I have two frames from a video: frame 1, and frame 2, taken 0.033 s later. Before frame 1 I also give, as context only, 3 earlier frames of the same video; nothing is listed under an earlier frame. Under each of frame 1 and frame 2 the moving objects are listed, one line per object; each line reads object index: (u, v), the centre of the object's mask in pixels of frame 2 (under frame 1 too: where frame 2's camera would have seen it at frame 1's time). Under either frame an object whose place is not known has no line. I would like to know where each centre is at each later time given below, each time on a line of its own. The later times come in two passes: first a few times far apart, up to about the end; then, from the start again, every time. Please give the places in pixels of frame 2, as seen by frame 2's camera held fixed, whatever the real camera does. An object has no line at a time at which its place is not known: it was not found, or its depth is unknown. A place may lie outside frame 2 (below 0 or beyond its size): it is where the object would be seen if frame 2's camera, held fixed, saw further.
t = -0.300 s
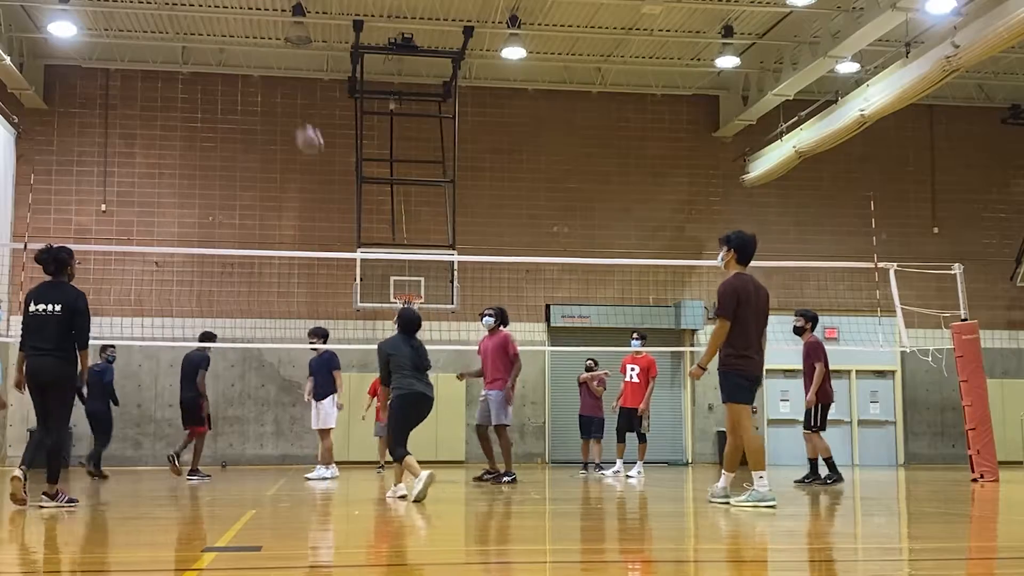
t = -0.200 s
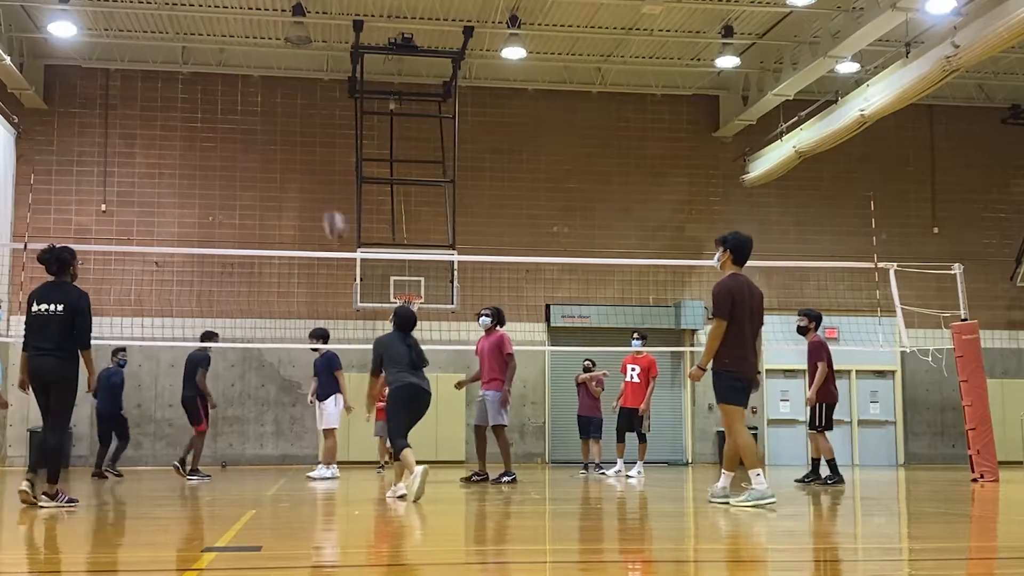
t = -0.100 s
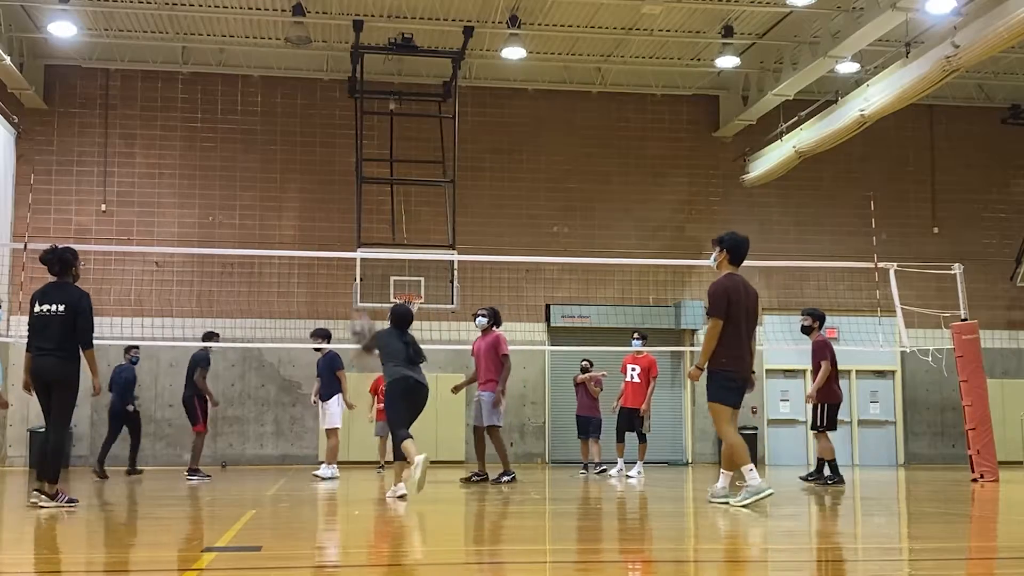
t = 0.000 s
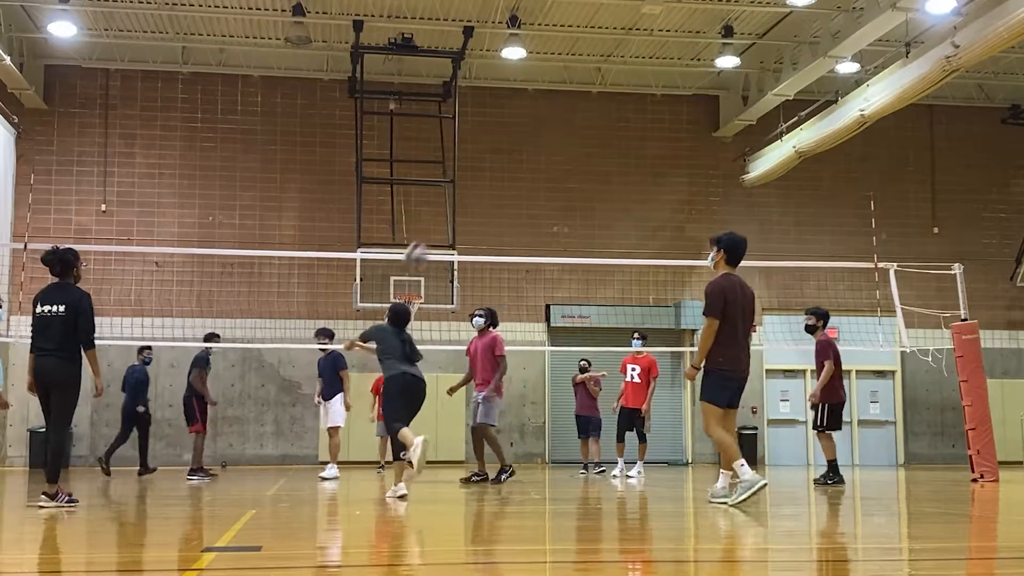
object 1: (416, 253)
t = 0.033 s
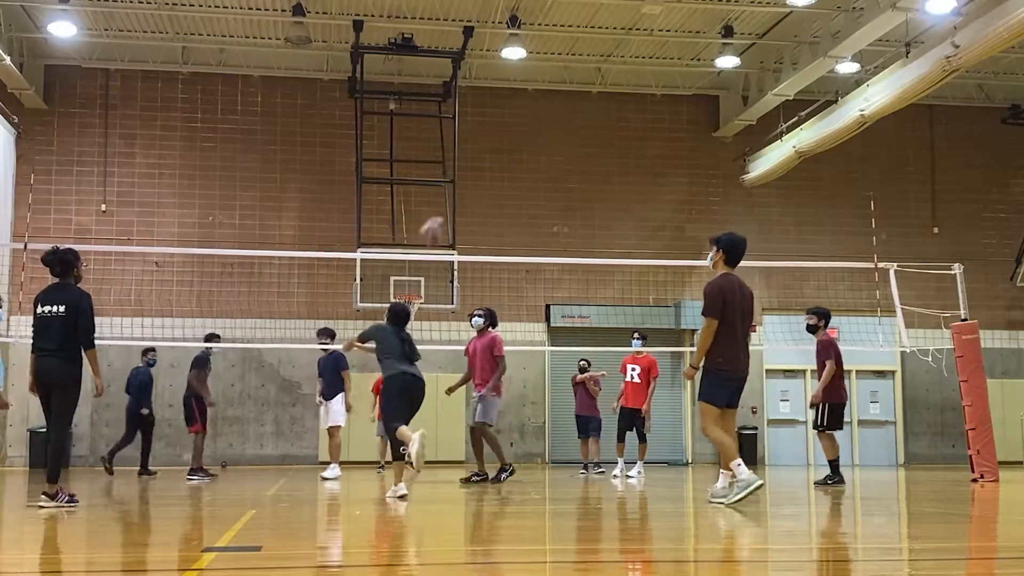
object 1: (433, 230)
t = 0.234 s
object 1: (532, 119)
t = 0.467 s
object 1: (640, 55)
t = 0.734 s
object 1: (749, 58)
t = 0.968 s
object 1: (838, 127)
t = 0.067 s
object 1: (451, 206)
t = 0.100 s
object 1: (466, 185)
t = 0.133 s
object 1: (484, 166)
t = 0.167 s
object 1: (500, 149)
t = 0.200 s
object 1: (517, 132)
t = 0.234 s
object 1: (532, 119)
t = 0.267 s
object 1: (549, 105)
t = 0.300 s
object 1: (565, 93)
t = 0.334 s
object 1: (580, 83)
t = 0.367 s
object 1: (595, 73)
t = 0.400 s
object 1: (610, 65)
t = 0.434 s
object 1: (624, 60)
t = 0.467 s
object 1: (640, 55)
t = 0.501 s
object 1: (653, 50)
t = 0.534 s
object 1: (668, 48)
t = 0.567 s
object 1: (682, 48)
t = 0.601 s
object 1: (696, 48)
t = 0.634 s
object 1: (708, 49)
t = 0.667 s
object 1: (723, 52)
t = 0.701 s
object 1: (737, 55)
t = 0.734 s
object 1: (749, 58)
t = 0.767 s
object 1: (763, 65)
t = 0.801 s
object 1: (775, 72)
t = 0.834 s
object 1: (788, 82)
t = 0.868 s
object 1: (802, 91)
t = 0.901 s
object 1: (813, 102)
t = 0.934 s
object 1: (825, 111)
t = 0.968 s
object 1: (838, 127)
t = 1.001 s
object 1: (850, 137)
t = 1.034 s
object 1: (862, 152)
